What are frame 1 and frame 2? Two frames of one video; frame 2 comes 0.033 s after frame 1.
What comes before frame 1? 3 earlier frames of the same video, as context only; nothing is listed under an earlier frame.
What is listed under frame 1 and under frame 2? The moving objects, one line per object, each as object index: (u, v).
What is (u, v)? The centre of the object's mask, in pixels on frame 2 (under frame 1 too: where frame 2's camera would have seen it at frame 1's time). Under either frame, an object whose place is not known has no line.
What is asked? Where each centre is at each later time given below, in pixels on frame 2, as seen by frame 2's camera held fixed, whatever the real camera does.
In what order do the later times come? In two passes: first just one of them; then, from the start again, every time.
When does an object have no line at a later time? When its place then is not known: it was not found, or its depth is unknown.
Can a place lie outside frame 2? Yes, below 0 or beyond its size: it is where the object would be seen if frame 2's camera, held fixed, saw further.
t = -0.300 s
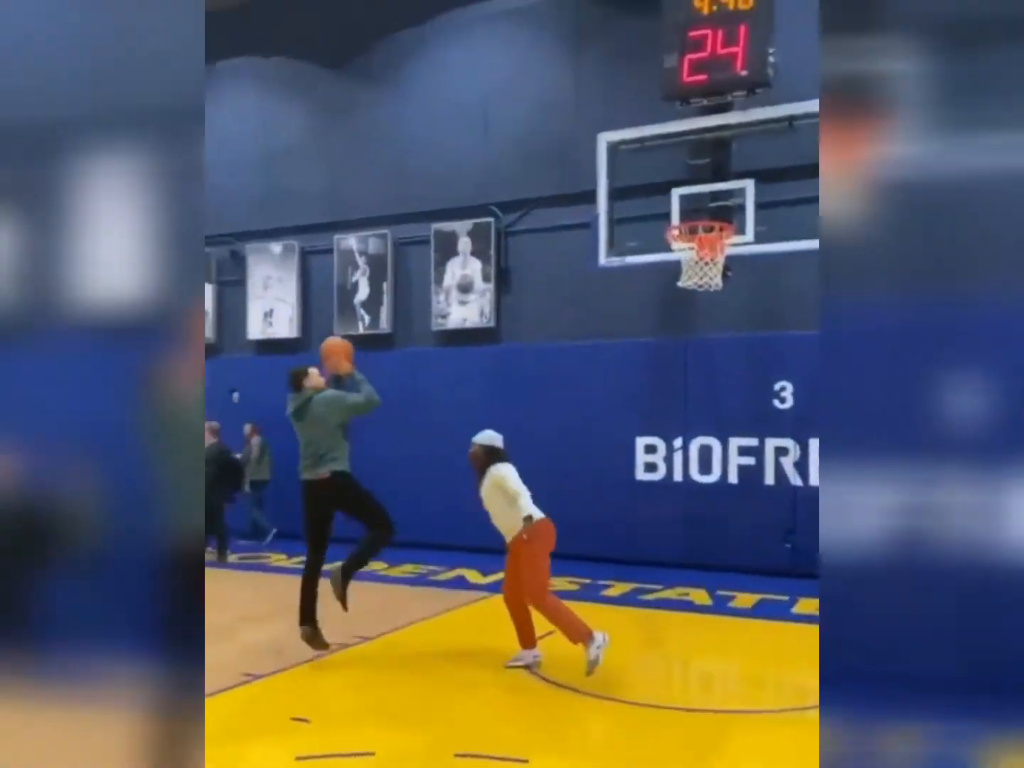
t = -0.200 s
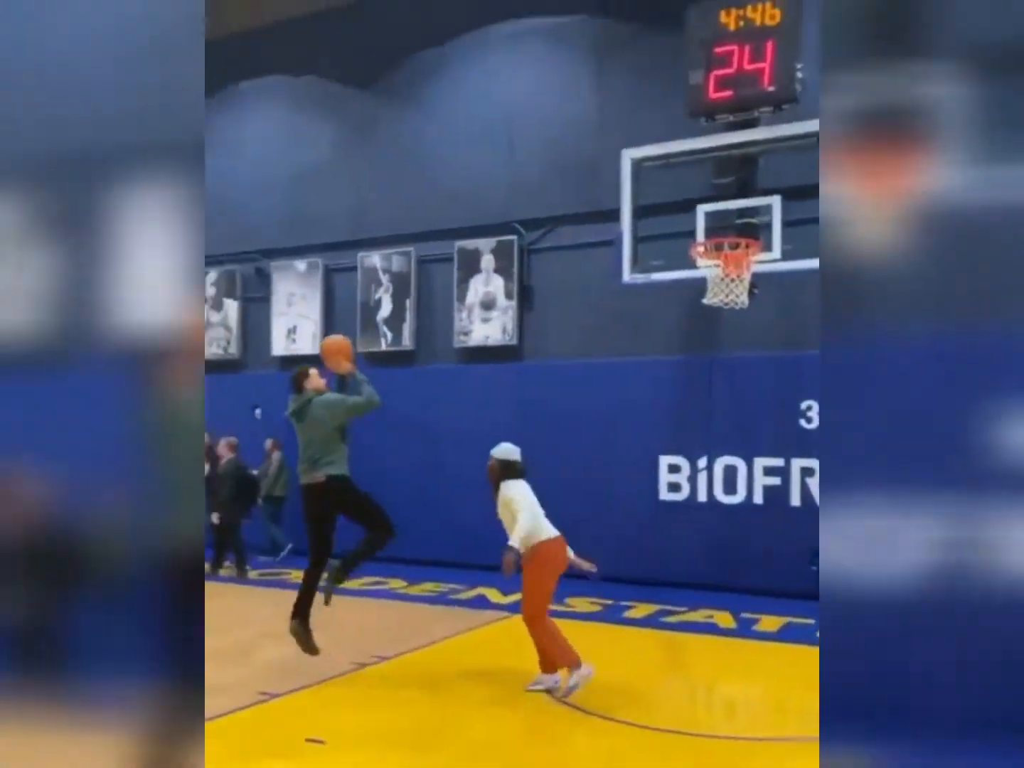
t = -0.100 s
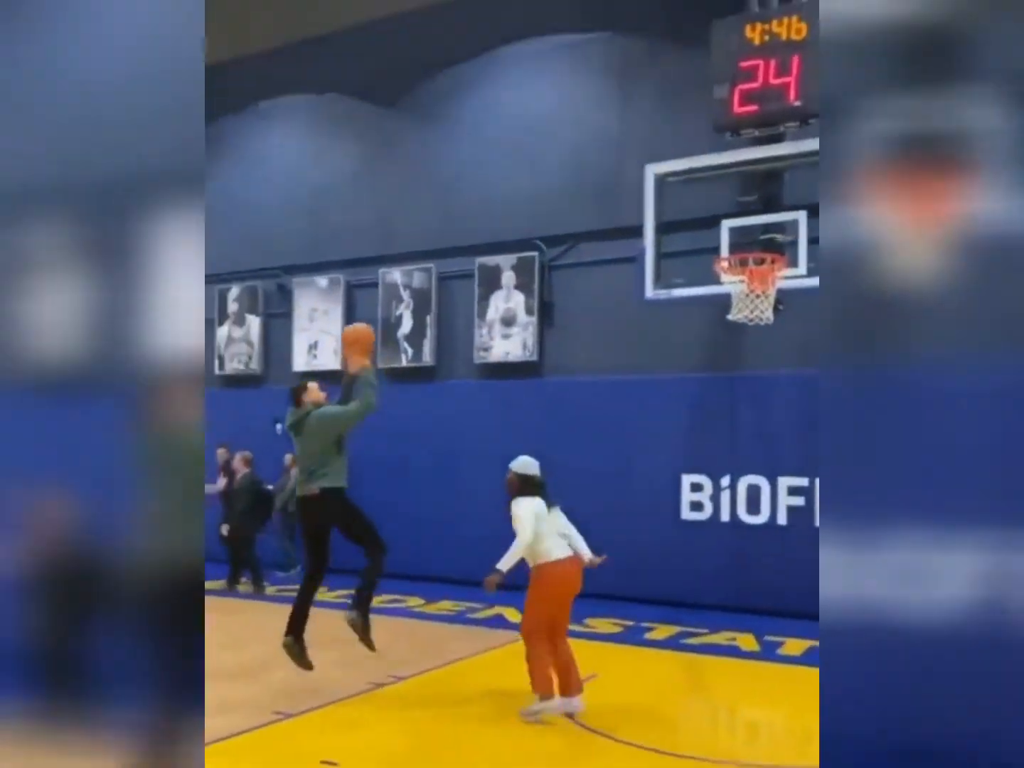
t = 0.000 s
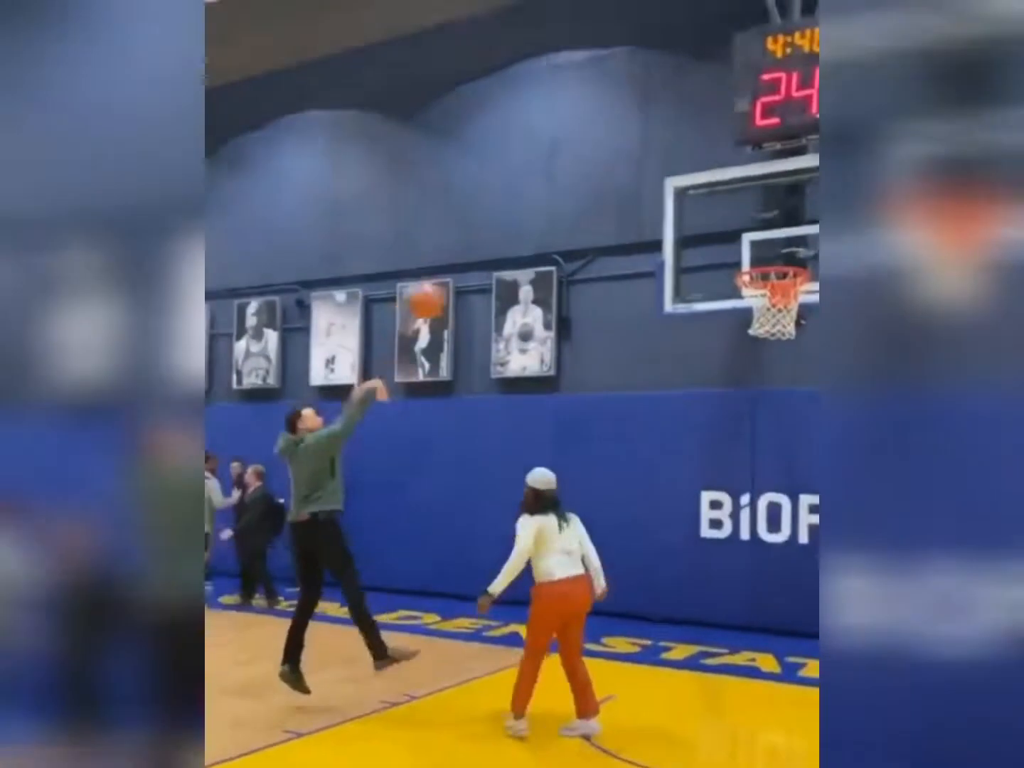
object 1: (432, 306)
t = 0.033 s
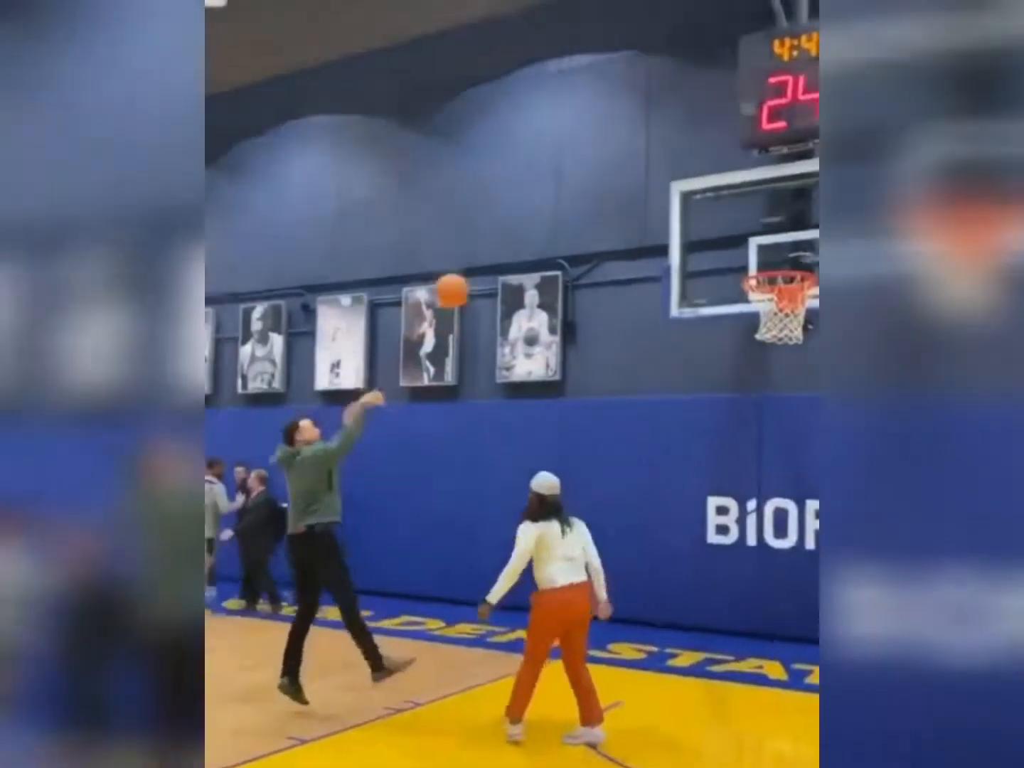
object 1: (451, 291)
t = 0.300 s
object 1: (601, 224)
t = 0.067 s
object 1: (470, 277)
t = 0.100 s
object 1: (489, 266)
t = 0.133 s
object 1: (507, 256)
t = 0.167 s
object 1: (526, 246)
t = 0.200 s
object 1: (545, 238)
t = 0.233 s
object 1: (564, 233)
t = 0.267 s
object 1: (582, 228)
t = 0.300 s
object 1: (601, 224)
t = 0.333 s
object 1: (619, 223)
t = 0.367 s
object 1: (638, 222)
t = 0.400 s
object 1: (655, 223)
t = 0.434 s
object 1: (674, 226)
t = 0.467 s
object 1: (693, 230)
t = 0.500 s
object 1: (710, 235)
